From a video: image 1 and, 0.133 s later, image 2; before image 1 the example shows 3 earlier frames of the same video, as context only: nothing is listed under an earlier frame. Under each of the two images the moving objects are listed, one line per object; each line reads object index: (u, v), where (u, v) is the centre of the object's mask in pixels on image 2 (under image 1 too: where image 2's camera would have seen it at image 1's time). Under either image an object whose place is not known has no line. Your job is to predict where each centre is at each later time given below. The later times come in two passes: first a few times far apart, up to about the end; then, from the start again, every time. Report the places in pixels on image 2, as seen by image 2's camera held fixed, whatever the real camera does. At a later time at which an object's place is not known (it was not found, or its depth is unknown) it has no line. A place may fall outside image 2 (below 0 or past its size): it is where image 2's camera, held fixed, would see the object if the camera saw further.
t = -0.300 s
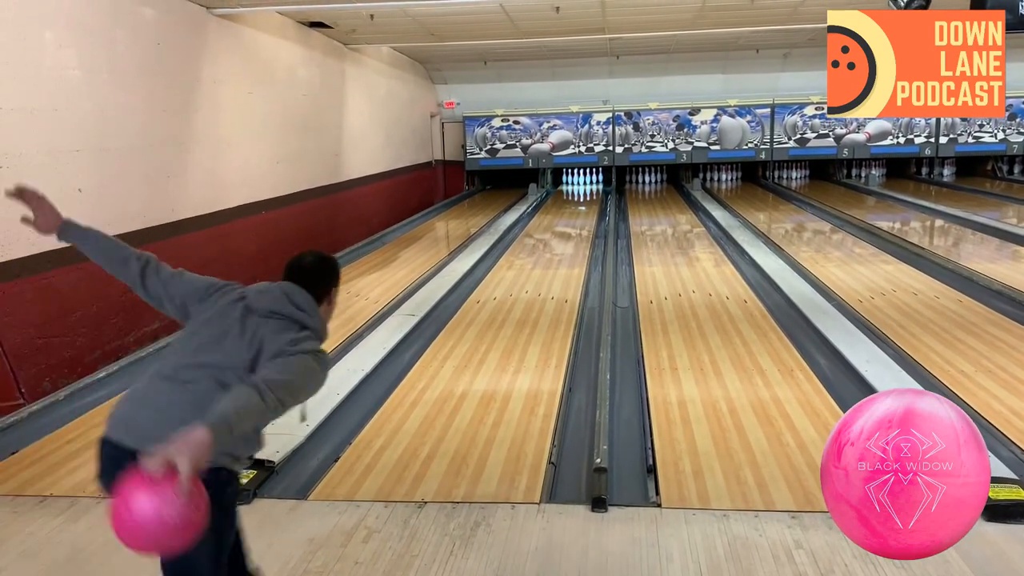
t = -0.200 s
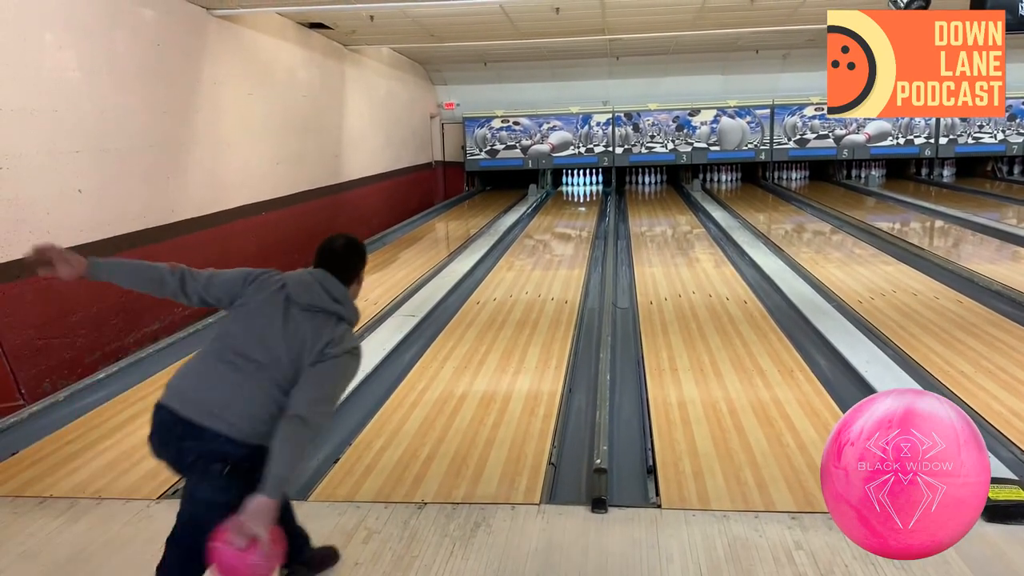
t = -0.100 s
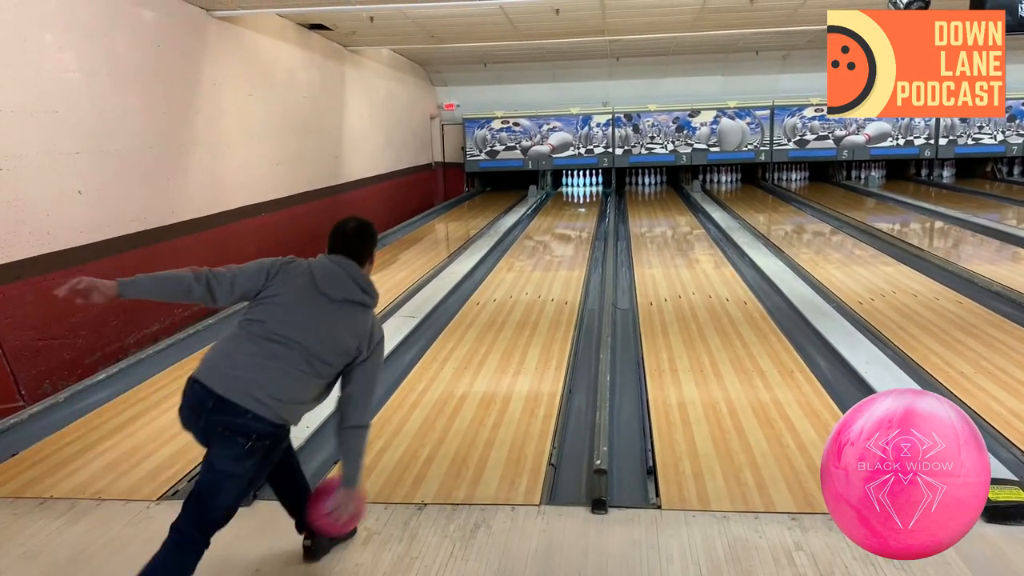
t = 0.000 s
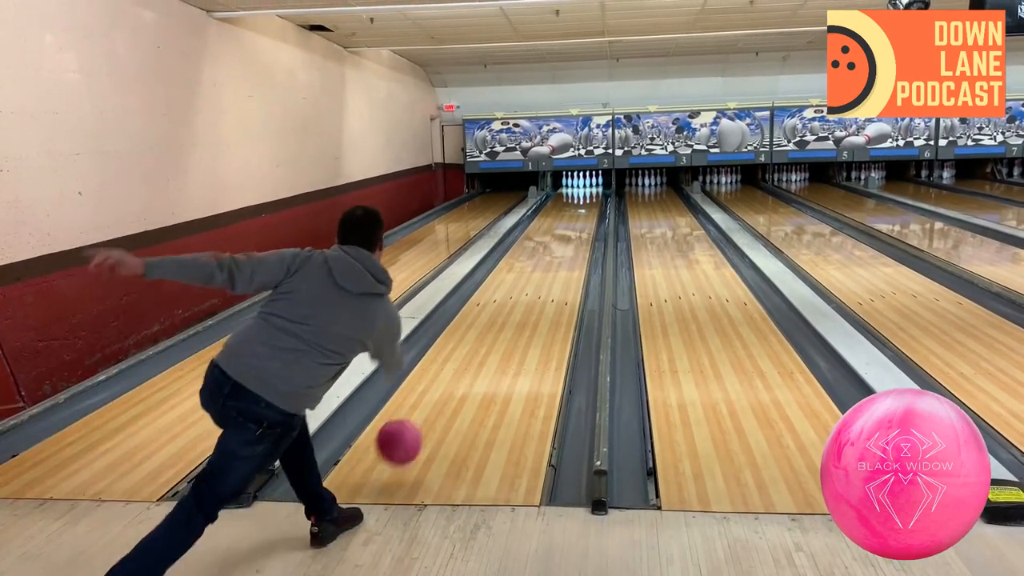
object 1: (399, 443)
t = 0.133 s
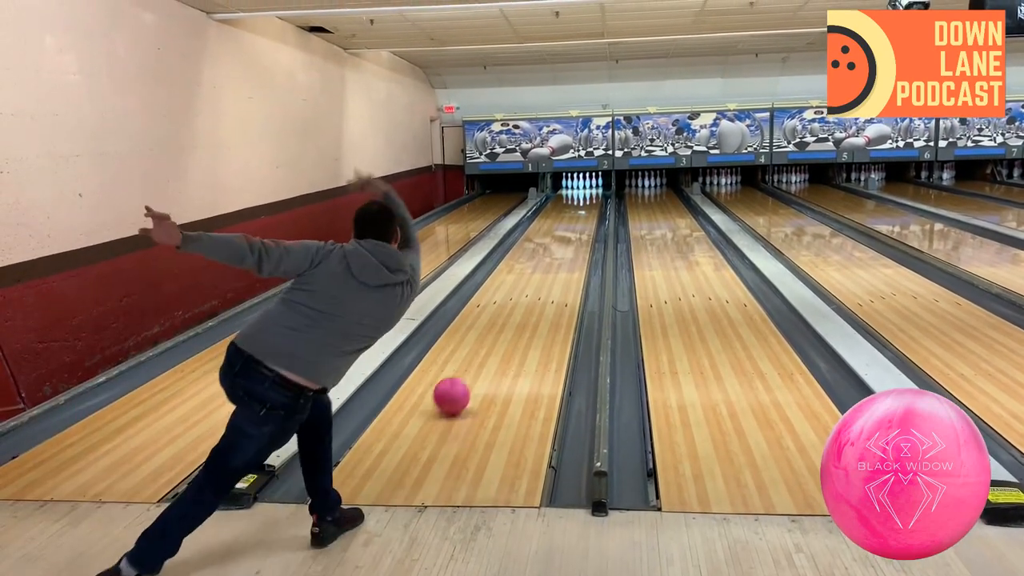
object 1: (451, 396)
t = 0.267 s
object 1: (485, 350)
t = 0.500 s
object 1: (523, 299)
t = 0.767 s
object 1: (549, 263)
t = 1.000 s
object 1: (564, 242)
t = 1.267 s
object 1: (576, 224)
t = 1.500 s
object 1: (583, 212)
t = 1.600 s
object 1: (586, 207)
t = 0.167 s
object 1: (461, 383)
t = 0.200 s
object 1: (470, 372)
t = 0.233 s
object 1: (478, 361)
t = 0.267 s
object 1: (485, 350)
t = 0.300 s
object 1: (491, 341)
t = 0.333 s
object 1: (498, 333)
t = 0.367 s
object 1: (504, 325)
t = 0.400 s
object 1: (509, 317)
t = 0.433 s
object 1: (515, 311)
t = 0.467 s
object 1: (519, 304)
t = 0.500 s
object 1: (523, 299)
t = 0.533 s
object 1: (527, 293)
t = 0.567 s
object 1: (531, 288)
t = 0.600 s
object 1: (534, 283)
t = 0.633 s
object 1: (538, 279)
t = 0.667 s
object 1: (541, 275)
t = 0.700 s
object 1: (544, 270)
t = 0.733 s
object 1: (547, 267)
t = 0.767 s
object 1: (549, 263)
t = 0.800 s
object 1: (552, 260)
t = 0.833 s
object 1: (554, 256)
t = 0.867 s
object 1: (557, 253)
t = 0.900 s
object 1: (559, 250)
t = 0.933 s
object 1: (560, 247)
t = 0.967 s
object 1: (562, 244)
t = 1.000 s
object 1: (564, 242)
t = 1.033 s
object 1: (566, 239)
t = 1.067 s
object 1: (568, 236)
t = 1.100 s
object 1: (569, 234)
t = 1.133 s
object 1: (571, 232)
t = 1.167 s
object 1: (572, 230)
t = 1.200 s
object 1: (574, 228)
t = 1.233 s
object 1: (575, 226)
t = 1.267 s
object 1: (576, 224)
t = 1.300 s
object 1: (577, 222)
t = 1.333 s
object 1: (578, 221)
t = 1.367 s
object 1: (580, 218)
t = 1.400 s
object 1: (581, 217)
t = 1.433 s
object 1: (582, 215)
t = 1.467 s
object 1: (583, 213)
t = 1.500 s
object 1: (583, 212)
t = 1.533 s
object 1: (585, 210)
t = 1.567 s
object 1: (585, 209)
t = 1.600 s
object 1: (586, 207)
